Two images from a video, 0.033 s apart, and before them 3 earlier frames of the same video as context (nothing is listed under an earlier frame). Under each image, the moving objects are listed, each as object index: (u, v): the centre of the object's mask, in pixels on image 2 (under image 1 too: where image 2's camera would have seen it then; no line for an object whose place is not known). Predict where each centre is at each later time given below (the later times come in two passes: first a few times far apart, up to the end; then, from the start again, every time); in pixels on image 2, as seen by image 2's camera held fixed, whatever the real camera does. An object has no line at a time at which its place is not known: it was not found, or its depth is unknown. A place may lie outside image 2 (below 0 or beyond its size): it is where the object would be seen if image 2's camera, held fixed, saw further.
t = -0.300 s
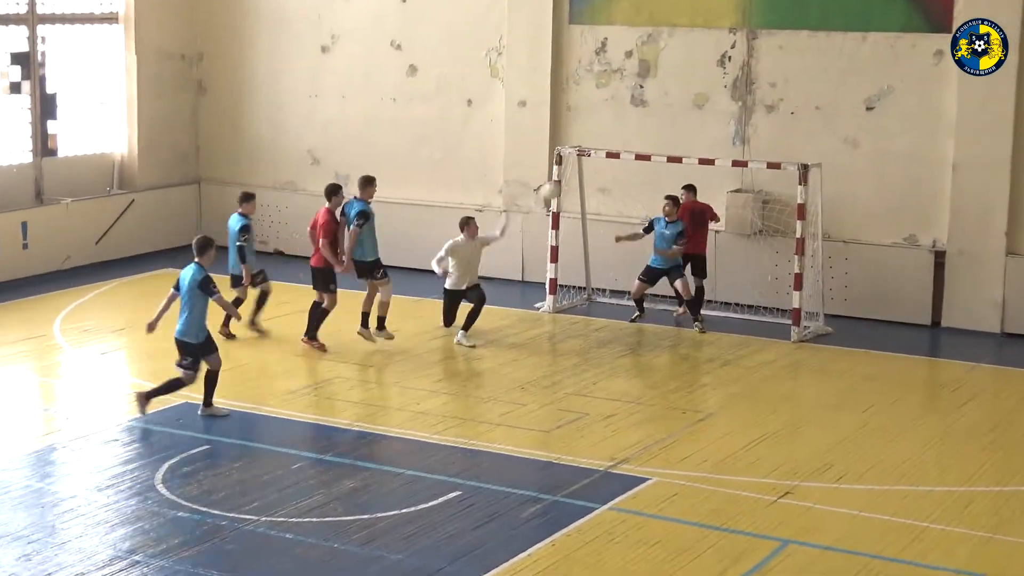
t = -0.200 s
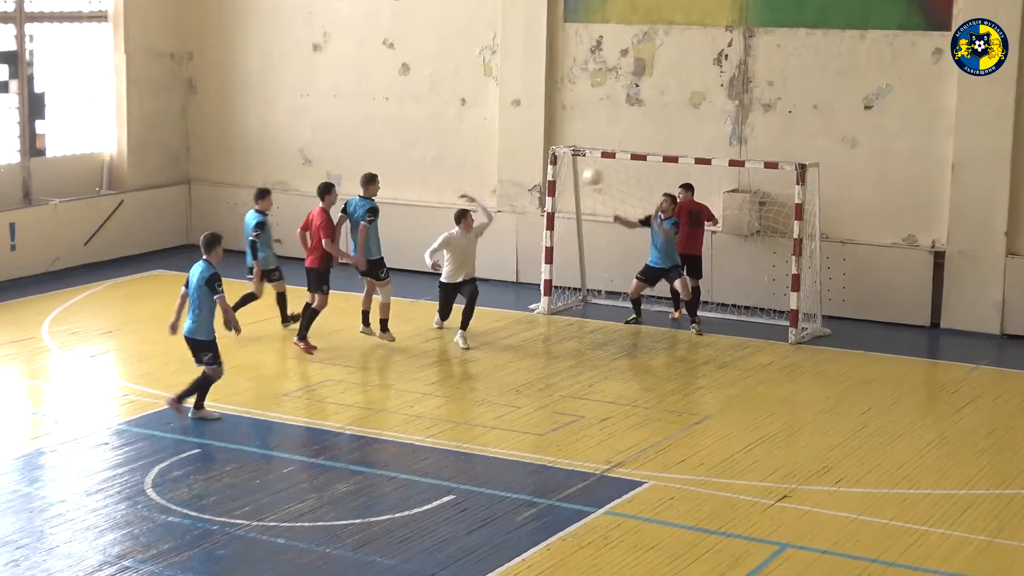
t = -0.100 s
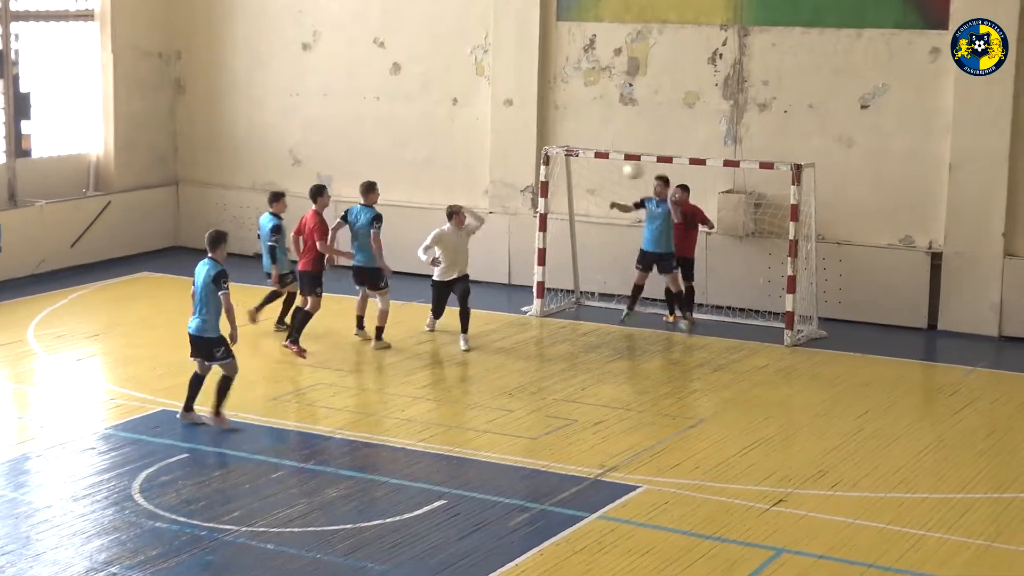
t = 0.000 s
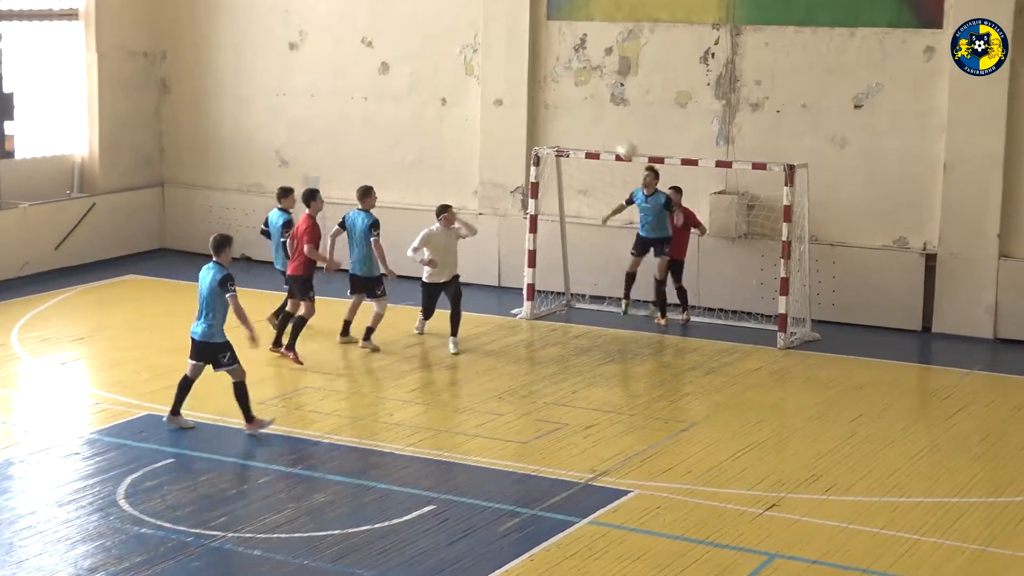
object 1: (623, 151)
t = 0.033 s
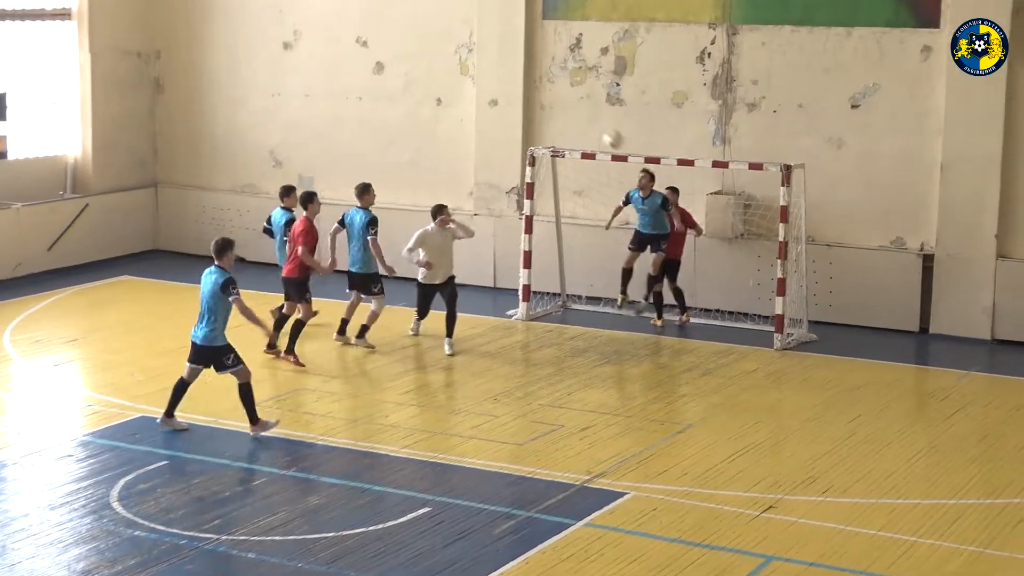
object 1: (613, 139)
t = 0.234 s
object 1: (561, 101)
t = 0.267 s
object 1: (556, 98)
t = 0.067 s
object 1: (608, 134)
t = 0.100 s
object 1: (599, 125)
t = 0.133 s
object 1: (588, 116)
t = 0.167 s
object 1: (583, 113)
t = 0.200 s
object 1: (572, 106)
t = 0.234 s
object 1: (561, 101)
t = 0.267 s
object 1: (556, 98)
